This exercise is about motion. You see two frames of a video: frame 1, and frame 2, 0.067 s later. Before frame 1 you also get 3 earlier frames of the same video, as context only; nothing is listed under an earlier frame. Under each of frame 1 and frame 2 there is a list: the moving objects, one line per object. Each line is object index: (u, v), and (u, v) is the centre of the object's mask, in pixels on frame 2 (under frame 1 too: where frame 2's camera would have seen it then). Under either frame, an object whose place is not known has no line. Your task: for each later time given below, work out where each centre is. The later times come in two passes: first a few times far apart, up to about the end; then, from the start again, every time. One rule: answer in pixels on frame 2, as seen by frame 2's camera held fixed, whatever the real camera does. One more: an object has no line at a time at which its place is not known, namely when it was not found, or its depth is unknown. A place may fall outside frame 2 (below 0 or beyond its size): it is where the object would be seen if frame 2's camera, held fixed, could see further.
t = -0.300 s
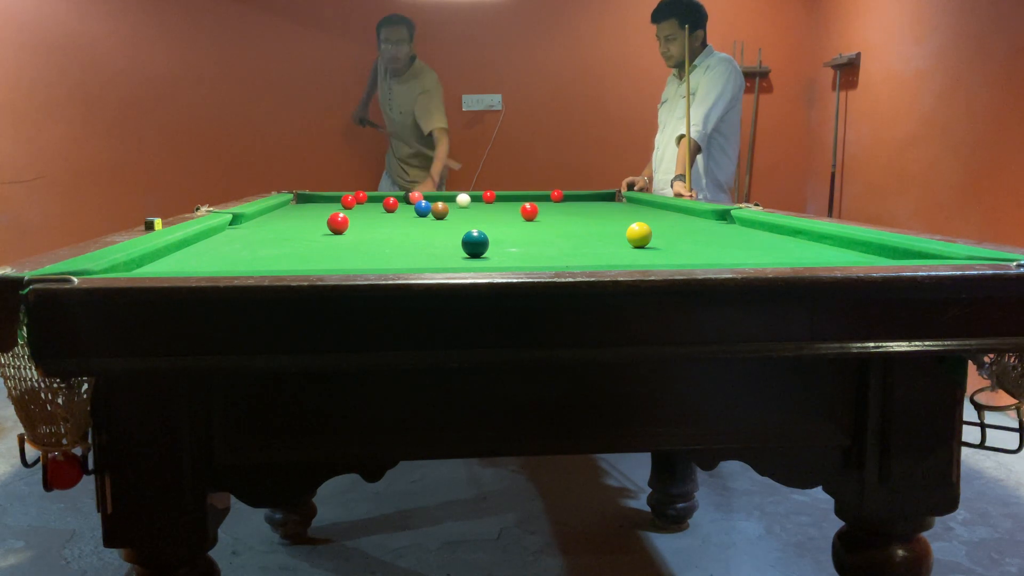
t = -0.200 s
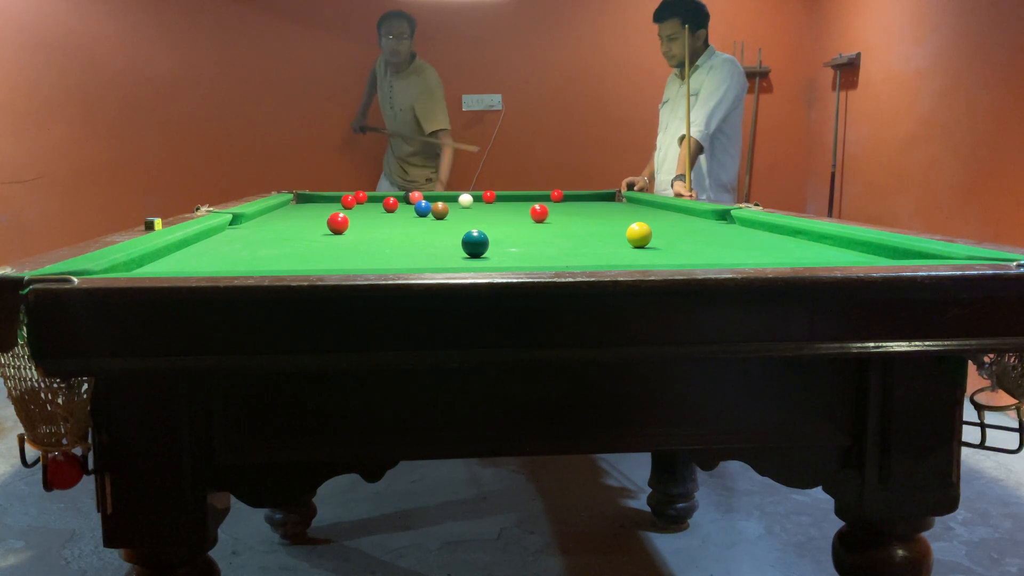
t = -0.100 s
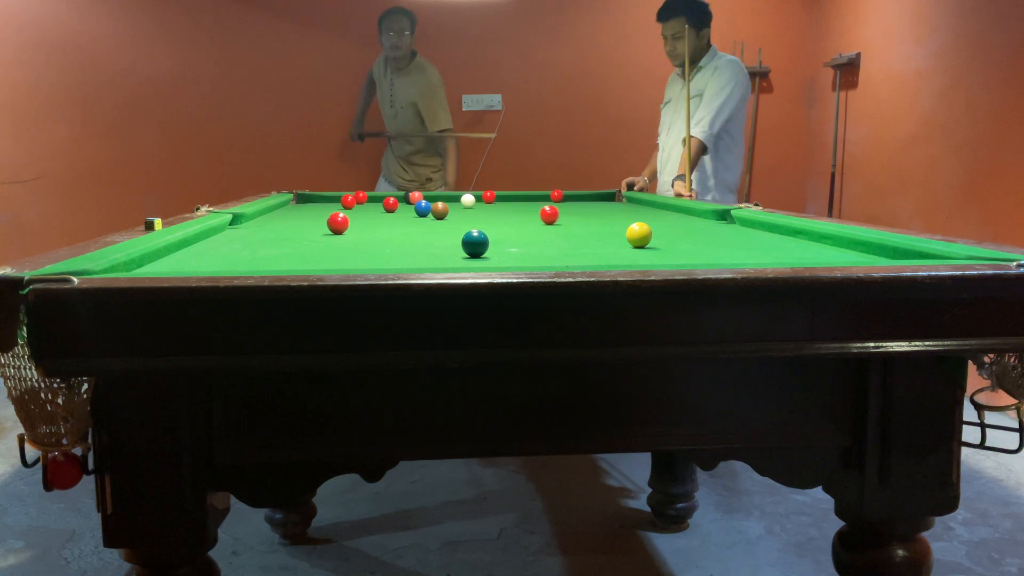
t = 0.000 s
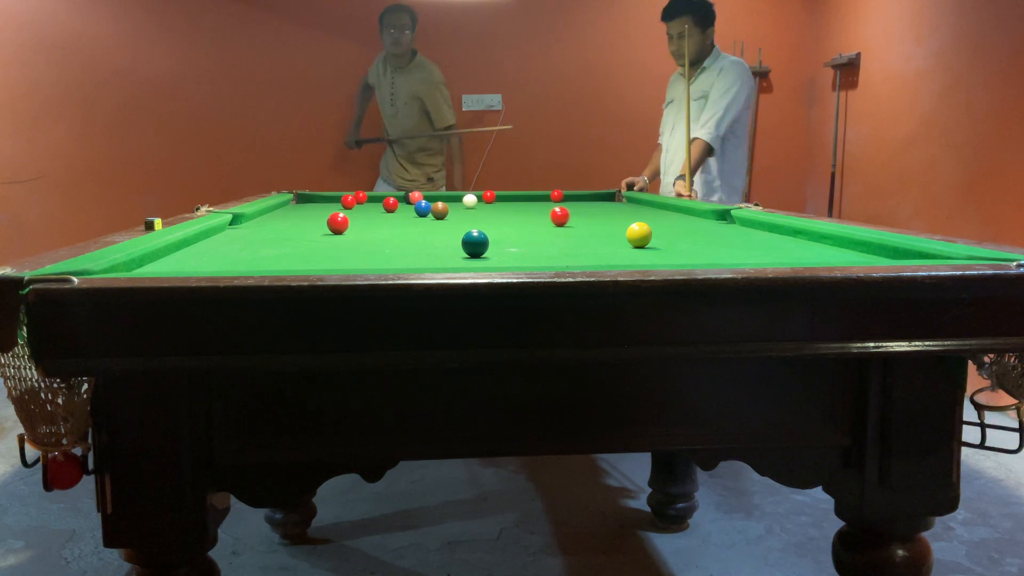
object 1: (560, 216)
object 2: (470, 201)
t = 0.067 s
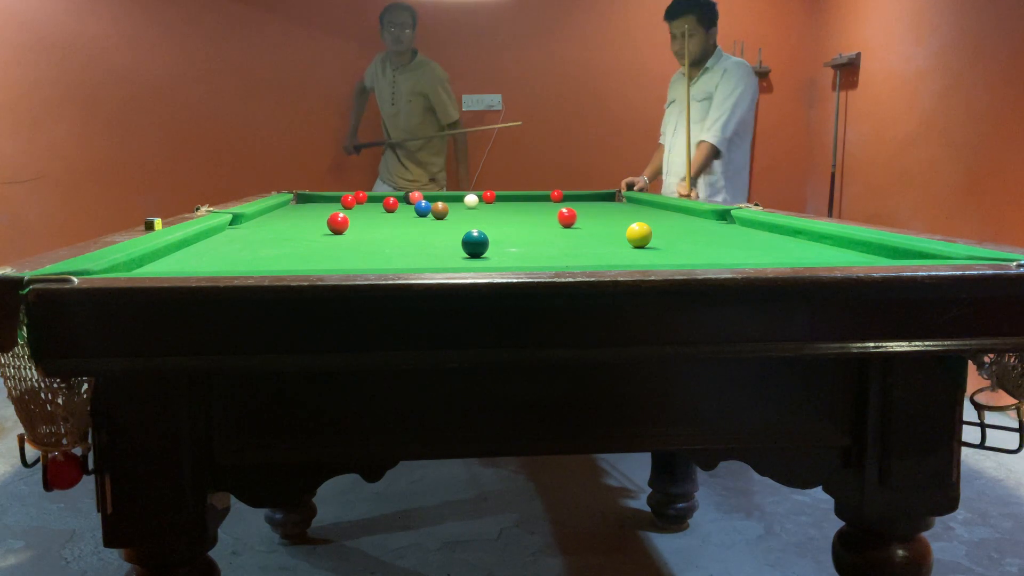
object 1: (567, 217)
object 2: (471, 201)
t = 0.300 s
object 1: (593, 221)
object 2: (475, 201)
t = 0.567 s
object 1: (624, 224)
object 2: (479, 202)
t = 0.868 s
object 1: (668, 232)
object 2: (481, 202)
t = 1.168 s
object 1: (713, 240)
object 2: (481, 202)
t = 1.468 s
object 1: (765, 247)
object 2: (481, 202)
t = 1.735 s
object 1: (817, 252)
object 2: (481, 202)
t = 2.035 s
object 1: (883, 255)
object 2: (481, 202)
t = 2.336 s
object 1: (887, 254)
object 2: (481, 202)
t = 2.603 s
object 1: (876, 252)
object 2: (481, 202)
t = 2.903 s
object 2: (481, 202)
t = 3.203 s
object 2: (481, 202)
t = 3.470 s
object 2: (481, 202)
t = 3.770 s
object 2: (481, 202)
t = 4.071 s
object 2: (481, 202)
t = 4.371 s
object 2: (481, 202)
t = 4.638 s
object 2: (481, 202)
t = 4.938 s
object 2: (481, 202)
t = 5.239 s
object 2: (481, 202)
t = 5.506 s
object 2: (481, 202)
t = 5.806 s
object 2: (481, 202)
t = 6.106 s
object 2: (481, 202)
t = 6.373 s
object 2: (481, 202)
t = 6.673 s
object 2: (481, 202)
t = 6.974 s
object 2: (481, 202)
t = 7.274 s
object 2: (481, 202)
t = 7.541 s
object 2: (481, 202)
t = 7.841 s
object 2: (481, 202)
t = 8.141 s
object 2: (481, 202)
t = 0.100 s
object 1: (571, 217)
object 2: (472, 201)
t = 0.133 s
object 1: (574, 218)
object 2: (472, 201)
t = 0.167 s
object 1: (578, 219)
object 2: (473, 201)
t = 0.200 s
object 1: (582, 219)
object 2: (473, 201)
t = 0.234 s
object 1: (585, 220)
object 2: (474, 201)
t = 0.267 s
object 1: (589, 220)
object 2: (475, 201)
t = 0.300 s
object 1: (593, 221)
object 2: (475, 201)
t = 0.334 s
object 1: (597, 221)
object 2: (476, 201)
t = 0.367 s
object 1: (601, 222)
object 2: (476, 201)
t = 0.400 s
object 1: (605, 223)
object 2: (476, 201)
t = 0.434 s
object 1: (609, 224)
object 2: (477, 202)
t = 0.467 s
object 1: (614, 224)
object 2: (477, 202)
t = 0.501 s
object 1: (618, 225)
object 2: (478, 202)
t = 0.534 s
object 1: (621, 225)
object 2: (478, 202)
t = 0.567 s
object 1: (624, 224)
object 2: (479, 202)
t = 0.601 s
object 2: (479, 202)
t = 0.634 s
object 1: (632, 221)
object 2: (479, 202)
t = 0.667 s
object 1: (641, 221)
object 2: (479, 202)
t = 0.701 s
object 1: (649, 223)
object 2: (480, 202)
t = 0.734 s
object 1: (653, 227)
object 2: (480, 202)
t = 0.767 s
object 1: (657, 229)
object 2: (480, 202)
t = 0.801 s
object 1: (660, 231)
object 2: (480, 202)
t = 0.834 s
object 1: (663, 232)
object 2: (480, 202)
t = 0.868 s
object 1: (668, 232)
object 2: (481, 202)
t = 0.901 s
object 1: (673, 233)
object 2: (481, 202)
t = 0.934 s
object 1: (678, 234)
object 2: (481, 202)
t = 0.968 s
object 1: (682, 235)
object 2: (481, 202)
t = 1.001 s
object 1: (687, 235)
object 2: (481, 202)
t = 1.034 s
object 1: (693, 236)
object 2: (481, 202)
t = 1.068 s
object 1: (698, 237)
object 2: (481, 202)
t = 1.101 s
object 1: (703, 238)
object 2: (481, 202)
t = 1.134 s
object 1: (708, 239)
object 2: (481, 202)
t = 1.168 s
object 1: (713, 240)
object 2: (481, 202)
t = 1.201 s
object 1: (719, 240)
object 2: (481, 202)
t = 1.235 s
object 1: (724, 241)
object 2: (481, 202)
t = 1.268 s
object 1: (730, 242)
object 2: (481, 202)
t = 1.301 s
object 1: (735, 243)
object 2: (481, 202)
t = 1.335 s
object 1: (741, 244)
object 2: (481, 202)
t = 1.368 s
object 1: (747, 245)
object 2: (481, 202)
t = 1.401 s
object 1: (753, 246)
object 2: (481, 202)
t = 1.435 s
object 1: (759, 247)
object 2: (481, 202)
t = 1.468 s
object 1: (765, 247)
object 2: (481, 202)
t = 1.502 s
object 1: (771, 248)
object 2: (481, 202)
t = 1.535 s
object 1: (778, 249)
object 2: (481, 202)
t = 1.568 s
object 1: (784, 249)
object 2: (481, 202)
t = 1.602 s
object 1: (790, 250)
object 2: (481, 202)
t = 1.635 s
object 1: (797, 250)
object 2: (481, 202)
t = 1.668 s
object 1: (804, 251)
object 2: (481, 202)
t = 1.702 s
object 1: (810, 251)
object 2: (481, 202)
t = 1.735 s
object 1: (817, 252)
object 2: (481, 202)
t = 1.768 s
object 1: (824, 252)
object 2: (481, 202)
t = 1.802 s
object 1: (831, 252)
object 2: (481, 202)
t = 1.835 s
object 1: (838, 253)
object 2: (481, 202)
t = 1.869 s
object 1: (845, 253)
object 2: (481, 202)
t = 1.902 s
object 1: (853, 254)
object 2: (481, 202)
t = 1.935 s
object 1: (861, 254)
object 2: (481, 202)
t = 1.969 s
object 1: (868, 254)
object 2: (481, 202)
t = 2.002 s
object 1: (875, 255)
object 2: (481, 202)
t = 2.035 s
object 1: (883, 255)
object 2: (481, 202)
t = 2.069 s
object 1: (890, 256)
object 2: (481, 202)
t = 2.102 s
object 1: (897, 256)
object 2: (481, 202)
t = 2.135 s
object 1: (896, 256)
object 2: (481, 202)
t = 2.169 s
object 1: (894, 255)
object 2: (481, 202)
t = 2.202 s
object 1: (893, 255)
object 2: (481, 202)
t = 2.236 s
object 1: (891, 255)
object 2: (481, 202)
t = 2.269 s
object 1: (889, 255)
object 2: (481, 202)
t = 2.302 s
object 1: (888, 254)
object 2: (481, 202)
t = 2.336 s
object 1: (887, 254)
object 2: (481, 202)
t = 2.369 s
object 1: (885, 254)
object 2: (481, 202)
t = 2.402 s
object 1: (884, 254)
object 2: (481, 202)
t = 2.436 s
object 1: (882, 253)
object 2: (481, 202)
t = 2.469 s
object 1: (881, 253)
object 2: (481, 202)
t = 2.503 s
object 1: (880, 253)
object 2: (481, 202)
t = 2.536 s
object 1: (878, 253)
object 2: (481, 202)
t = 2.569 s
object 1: (877, 252)
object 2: (481, 202)
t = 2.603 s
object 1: (876, 252)
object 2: (481, 202)
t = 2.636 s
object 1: (875, 252)
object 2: (481, 202)
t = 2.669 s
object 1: (874, 252)
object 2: (481, 202)
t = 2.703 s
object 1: (873, 252)
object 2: (481, 202)
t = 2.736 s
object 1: (872, 252)
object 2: (481, 202)
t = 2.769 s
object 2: (481, 202)
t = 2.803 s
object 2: (481, 202)
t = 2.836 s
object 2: (481, 202)
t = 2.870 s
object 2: (481, 202)
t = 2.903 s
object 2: (481, 202)
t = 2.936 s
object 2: (481, 202)
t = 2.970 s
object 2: (481, 202)
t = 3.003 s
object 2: (481, 202)
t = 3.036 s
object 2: (481, 202)
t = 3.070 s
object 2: (481, 202)
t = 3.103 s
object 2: (481, 202)
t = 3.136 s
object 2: (481, 202)
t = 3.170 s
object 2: (481, 202)
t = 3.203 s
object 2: (481, 202)
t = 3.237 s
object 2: (481, 202)
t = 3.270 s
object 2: (481, 202)
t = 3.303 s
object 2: (481, 202)
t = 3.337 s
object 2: (481, 202)
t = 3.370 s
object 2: (481, 202)
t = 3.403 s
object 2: (481, 202)
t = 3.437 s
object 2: (481, 202)
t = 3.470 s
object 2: (481, 202)
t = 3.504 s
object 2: (481, 202)
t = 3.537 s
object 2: (481, 202)
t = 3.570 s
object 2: (481, 202)
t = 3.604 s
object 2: (481, 202)
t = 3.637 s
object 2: (481, 202)
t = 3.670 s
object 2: (481, 202)
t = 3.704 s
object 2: (481, 202)
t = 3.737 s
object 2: (481, 202)
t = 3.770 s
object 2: (481, 202)
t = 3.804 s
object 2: (481, 202)
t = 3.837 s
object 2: (481, 202)
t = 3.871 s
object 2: (481, 202)
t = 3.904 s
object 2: (481, 202)
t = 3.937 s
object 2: (481, 202)
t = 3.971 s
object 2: (481, 202)
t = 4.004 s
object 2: (481, 202)
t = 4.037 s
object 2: (481, 202)
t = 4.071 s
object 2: (481, 202)
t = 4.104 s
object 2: (481, 202)
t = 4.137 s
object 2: (481, 202)
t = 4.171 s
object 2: (481, 202)
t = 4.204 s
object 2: (481, 202)
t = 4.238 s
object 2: (481, 202)
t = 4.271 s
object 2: (481, 202)
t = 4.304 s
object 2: (481, 202)
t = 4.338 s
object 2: (481, 202)
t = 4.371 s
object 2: (481, 202)
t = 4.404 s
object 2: (481, 202)
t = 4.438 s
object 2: (481, 202)
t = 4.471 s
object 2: (481, 202)
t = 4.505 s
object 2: (481, 202)
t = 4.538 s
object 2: (481, 202)
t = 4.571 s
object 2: (481, 202)
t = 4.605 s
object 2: (481, 202)
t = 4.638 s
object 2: (481, 202)
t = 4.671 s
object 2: (481, 202)
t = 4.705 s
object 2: (481, 202)
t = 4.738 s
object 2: (481, 202)
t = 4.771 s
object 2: (481, 202)
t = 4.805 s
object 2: (481, 202)
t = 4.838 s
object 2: (481, 202)
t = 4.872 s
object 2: (481, 202)
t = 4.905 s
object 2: (481, 202)
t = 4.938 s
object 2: (481, 202)
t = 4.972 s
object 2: (481, 202)
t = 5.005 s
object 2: (481, 202)
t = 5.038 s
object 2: (481, 202)
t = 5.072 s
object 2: (481, 202)
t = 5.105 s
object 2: (481, 202)
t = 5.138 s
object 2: (481, 202)
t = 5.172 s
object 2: (481, 202)
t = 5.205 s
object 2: (481, 202)
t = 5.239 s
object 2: (481, 202)
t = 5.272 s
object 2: (481, 202)
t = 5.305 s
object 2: (481, 202)
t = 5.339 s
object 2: (481, 202)
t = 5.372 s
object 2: (481, 202)
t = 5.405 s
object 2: (481, 202)
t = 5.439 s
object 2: (481, 202)
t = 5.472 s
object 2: (481, 202)
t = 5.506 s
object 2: (481, 202)
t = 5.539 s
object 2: (481, 202)
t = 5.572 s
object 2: (481, 202)
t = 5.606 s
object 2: (481, 202)
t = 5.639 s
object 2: (481, 202)
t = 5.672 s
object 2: (481, 202)
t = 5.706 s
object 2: (481, 202)
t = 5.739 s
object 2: (481, 202)
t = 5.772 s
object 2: (481, 202)
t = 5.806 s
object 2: (481, 202)
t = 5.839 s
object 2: (481, 202)
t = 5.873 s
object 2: (481, 202)
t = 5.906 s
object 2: (481, 202)
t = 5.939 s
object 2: (481, 202)
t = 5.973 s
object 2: (481, 202)
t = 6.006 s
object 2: (481, 202)
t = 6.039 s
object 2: (481, 202)
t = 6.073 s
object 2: (481, 202)
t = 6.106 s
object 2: (481, 202)
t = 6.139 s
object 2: (481, 202)
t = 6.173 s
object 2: (481, 202)
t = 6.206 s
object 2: (481, 202)
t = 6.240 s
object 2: (481, 202)
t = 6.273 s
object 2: (481, 202)
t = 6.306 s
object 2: (481, 202)
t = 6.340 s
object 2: (481, 202)
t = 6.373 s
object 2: (481, 202)
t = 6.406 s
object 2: (481, 202)
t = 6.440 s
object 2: (481, 202)
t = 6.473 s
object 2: (481, 202)
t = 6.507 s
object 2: (481, 202)
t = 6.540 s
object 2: (481, 202)
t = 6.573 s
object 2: (481, 202)
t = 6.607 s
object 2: (481, 202)
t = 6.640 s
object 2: (481, 202)
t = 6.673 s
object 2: (481, 202)
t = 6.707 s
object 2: (481, 202)
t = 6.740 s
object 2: (481, 202)
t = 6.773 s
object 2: (481, 202)
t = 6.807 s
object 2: (481, 202)
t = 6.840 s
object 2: (481, 202)
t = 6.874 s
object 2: (481, 202)
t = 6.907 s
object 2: (481, 202)
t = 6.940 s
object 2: (481, 202)
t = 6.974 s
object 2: (481, 202)
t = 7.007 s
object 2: (481, 202)
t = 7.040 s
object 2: (481, 202)
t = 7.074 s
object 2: (481, 202)
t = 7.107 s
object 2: (481, 202)
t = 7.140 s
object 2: (481, 202)
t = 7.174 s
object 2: (481, 202)
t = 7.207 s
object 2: (481, 202)
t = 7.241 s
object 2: (481, 202)
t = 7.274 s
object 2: (481, 202)
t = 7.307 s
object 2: (481, 202)
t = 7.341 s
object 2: (481, 202)
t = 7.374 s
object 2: (481, 202)
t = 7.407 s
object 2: (481, 202)
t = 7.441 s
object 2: (481, 202)
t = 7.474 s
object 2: (481, 202)
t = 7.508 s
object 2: (481, 202)
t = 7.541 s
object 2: (481, 202)
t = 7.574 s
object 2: (481, 202)
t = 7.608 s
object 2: (481, 202)
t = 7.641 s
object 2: (481, 202)
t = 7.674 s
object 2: (481, 202)
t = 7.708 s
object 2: (481, 202)
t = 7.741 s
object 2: (481, 202)
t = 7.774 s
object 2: (481, 202)
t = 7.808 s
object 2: (481, 202)
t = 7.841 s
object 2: (481, 202)
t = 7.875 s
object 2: (481, 202)
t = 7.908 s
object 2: (481, 202)
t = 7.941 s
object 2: (481, 202)
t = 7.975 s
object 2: (481, 202)
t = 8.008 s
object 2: (481, 202)
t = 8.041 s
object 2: (481, 202)
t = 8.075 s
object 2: (481, 202)
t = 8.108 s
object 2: (481, 202)
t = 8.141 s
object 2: (481, 202)
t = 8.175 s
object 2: (481, 202)
